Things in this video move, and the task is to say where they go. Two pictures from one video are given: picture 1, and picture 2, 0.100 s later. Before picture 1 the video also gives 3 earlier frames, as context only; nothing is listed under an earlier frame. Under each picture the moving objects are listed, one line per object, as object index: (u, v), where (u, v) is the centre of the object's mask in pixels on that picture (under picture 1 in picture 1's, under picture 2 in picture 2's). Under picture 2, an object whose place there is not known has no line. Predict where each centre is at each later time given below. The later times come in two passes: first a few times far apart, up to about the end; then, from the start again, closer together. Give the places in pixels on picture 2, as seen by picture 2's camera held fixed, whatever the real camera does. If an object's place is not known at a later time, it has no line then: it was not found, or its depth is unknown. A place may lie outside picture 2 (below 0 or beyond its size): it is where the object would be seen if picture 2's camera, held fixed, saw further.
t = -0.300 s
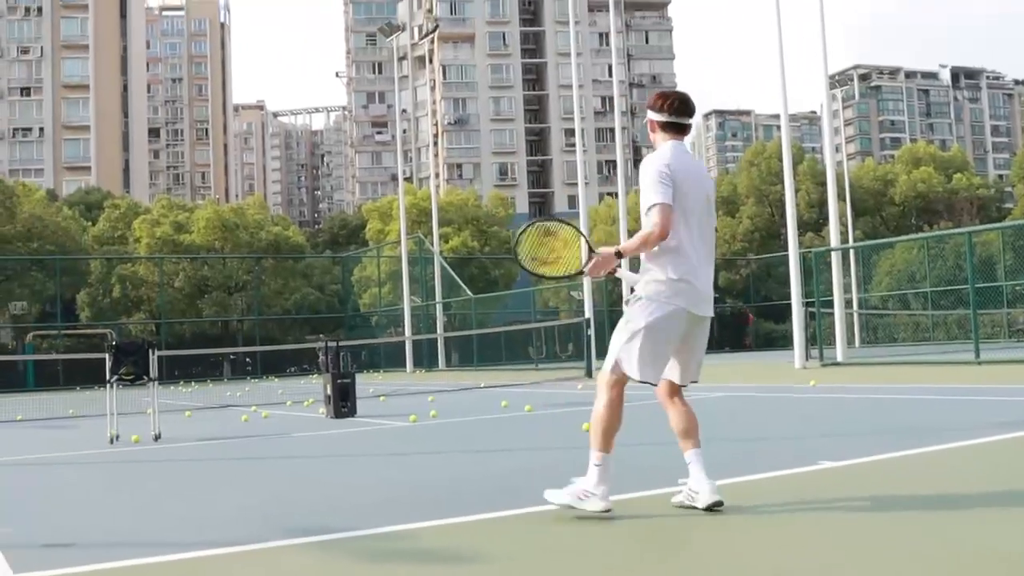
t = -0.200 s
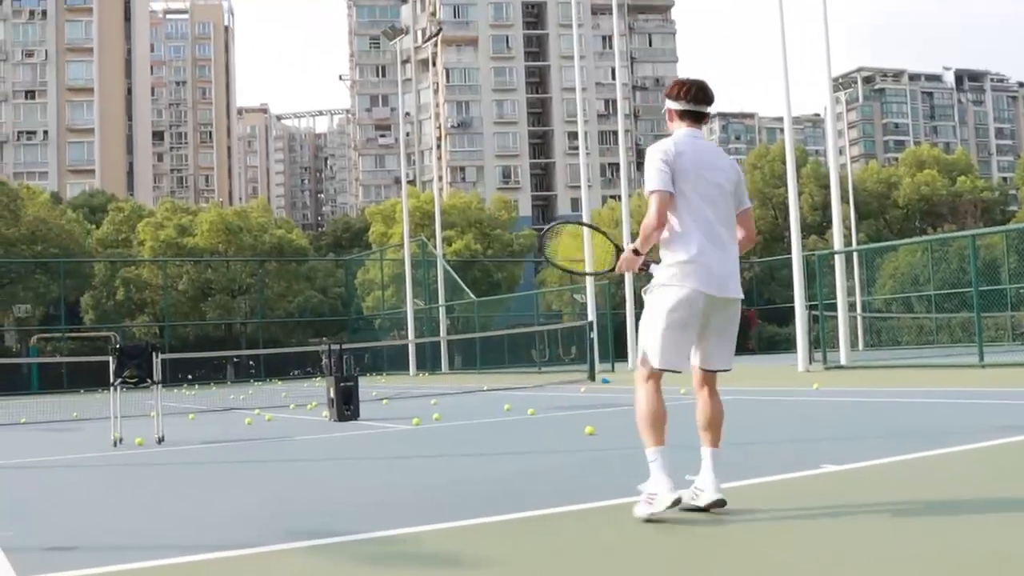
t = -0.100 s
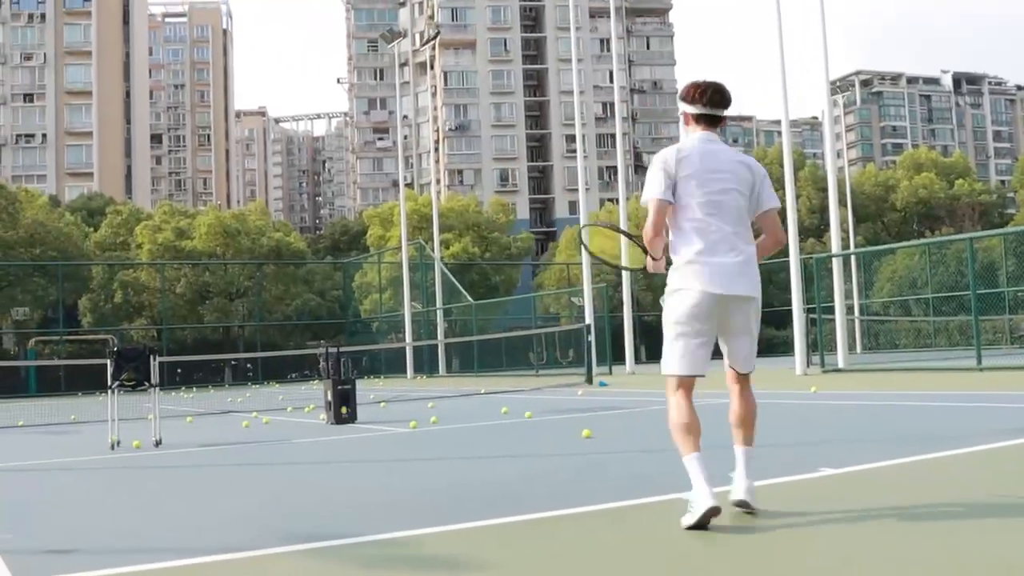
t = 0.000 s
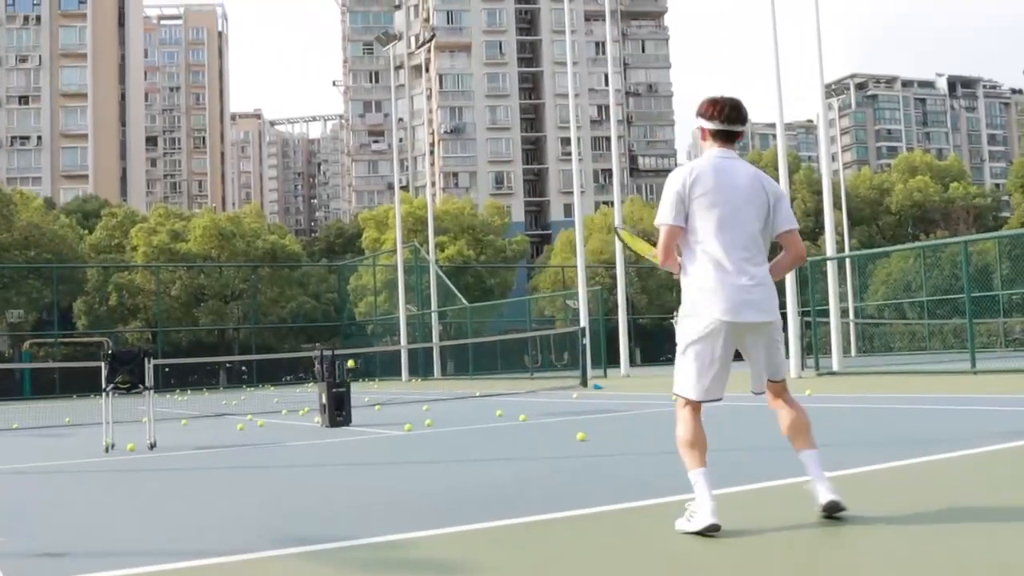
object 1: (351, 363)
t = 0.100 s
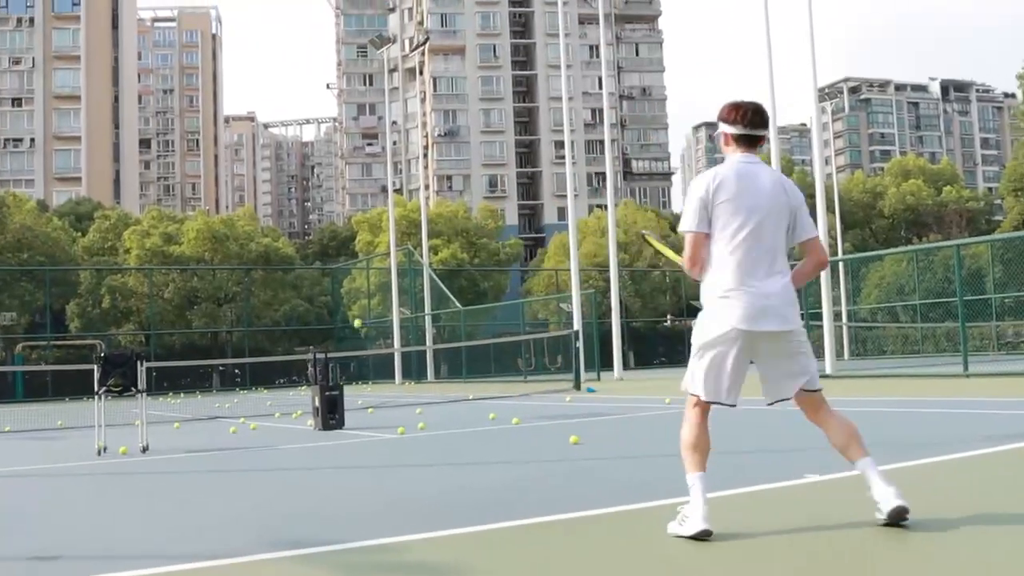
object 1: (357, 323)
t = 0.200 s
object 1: (371, 287)
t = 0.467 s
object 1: (414, 229)
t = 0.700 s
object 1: (464, 244)
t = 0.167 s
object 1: (366, 298)
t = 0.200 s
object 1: (371, 287)
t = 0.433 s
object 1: (408, 233)
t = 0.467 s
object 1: (414, 229)
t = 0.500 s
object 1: (421, 227)
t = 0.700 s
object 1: (464, 244)
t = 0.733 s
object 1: (472, 252)
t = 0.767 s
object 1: (480, 262)
